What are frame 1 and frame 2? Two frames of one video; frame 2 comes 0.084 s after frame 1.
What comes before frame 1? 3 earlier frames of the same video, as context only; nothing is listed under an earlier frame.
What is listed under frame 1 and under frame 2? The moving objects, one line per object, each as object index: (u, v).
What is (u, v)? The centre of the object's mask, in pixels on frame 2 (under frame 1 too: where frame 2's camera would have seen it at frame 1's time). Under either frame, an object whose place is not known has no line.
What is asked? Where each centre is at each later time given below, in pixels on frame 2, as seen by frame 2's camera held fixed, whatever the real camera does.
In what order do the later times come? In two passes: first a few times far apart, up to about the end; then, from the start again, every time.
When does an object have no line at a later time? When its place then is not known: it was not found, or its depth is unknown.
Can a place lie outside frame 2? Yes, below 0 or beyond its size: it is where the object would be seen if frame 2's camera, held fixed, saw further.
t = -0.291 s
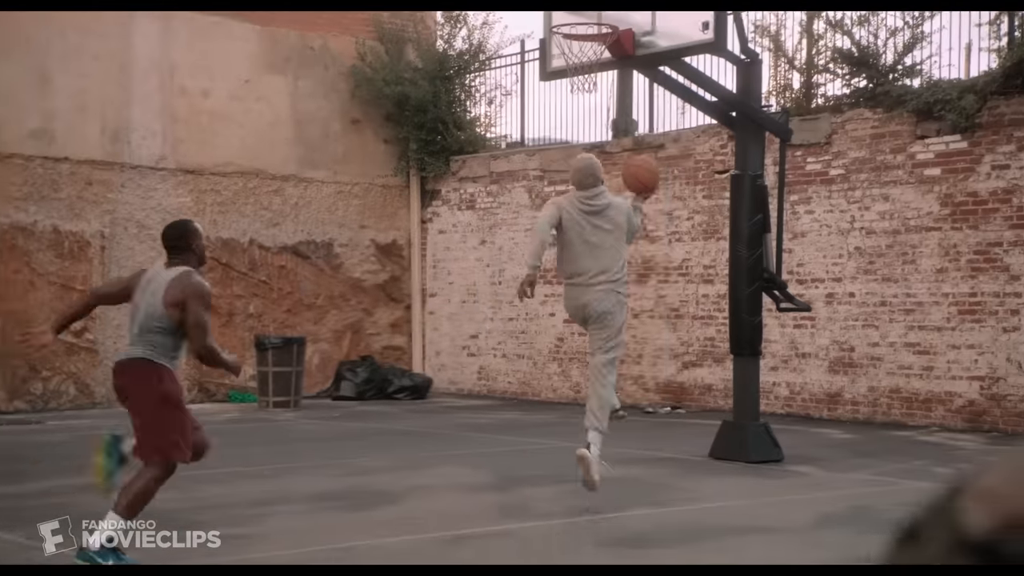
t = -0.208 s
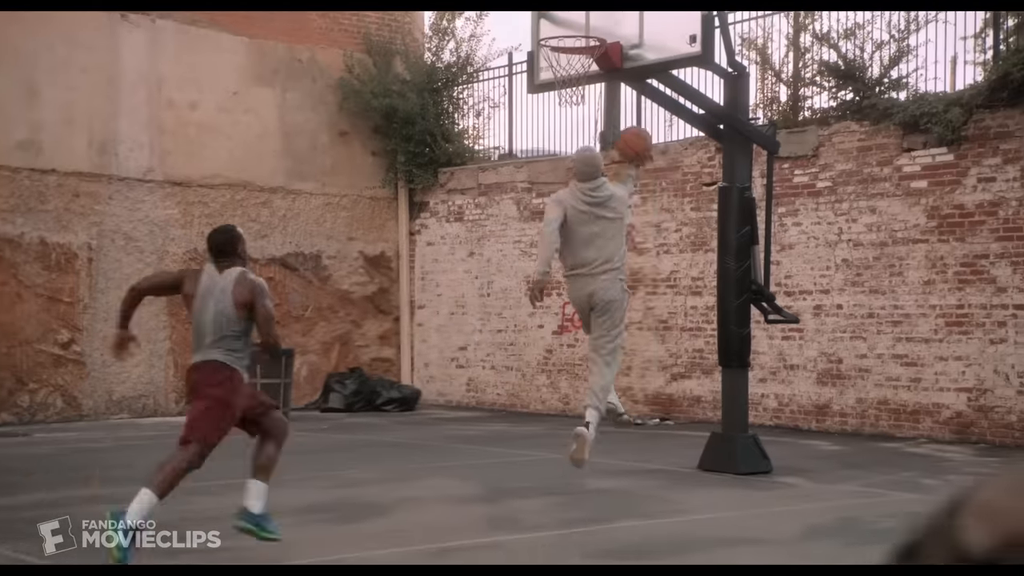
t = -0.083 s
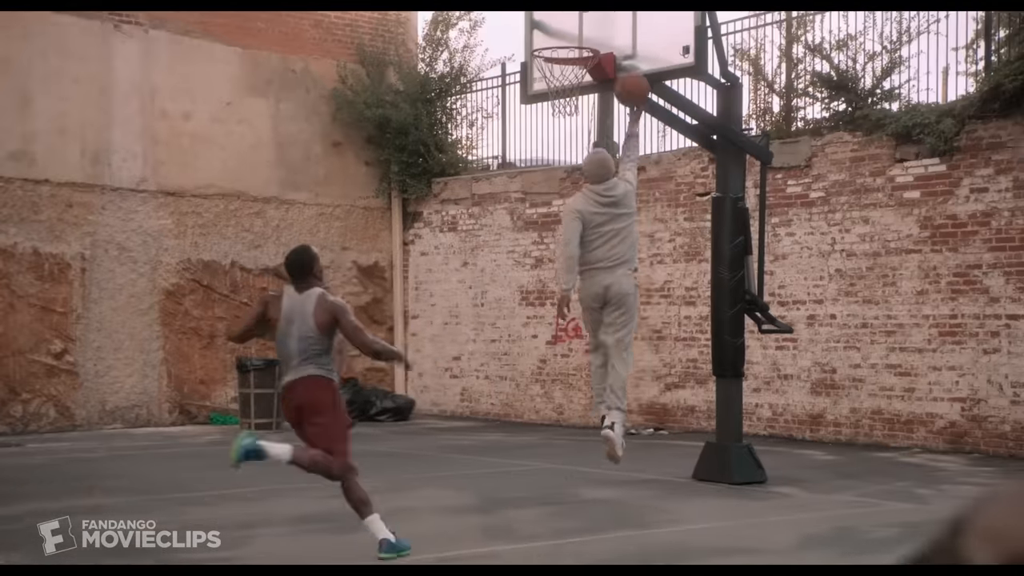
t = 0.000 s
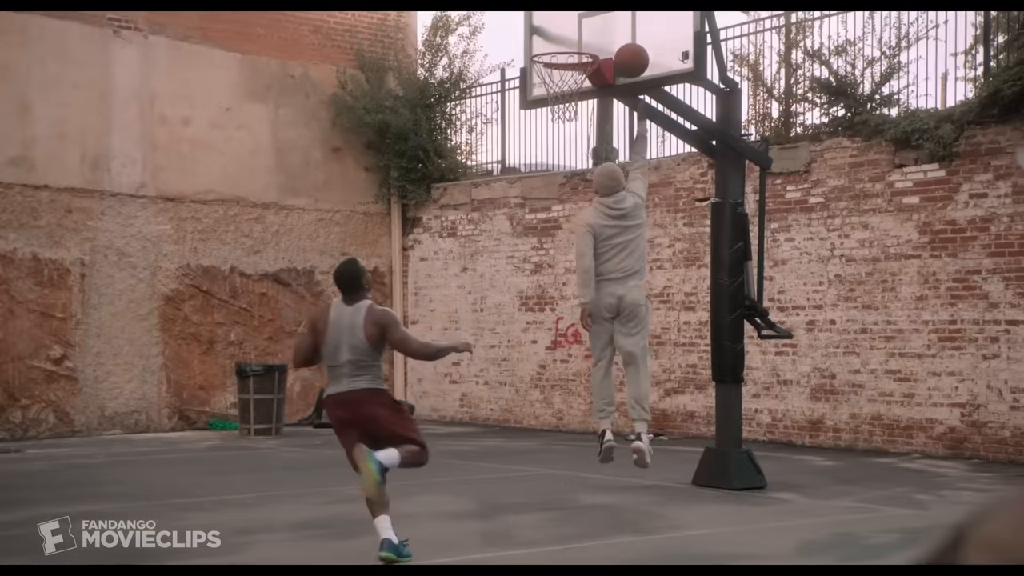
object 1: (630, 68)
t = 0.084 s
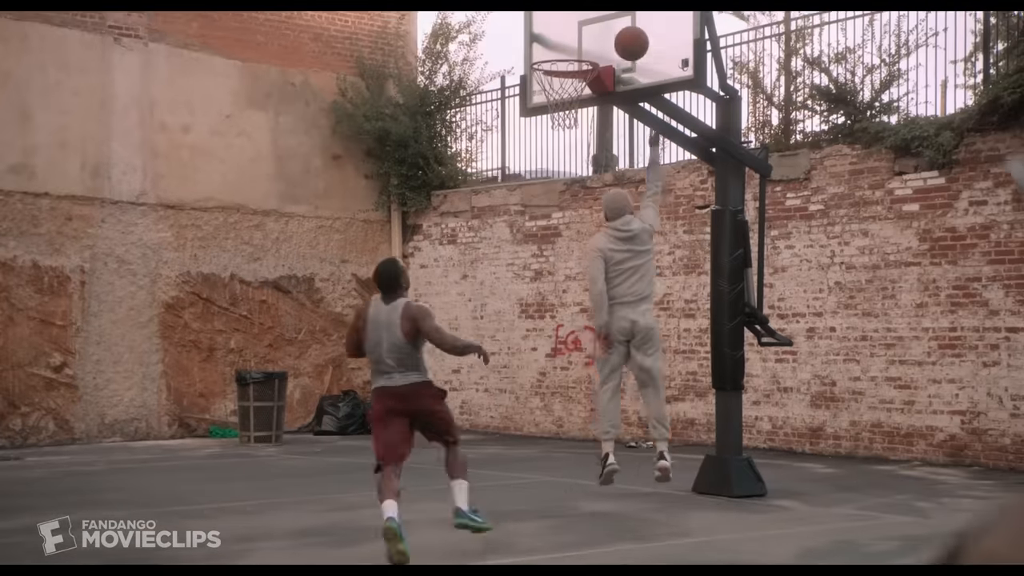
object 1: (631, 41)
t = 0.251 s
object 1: (611, 21)
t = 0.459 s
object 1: (567, 46)
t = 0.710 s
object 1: (558, 128)
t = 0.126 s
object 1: (631, 34)
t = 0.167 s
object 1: (629, 28)
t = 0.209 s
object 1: (620, 23)
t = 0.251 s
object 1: (611, 21)
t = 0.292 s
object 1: (602, 20)
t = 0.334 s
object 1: (593, 24)
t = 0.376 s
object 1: (584, 30)
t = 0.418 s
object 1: (575, 38)
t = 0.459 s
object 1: (567, 46)
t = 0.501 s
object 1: (558, 62)
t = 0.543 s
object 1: (555, 75)
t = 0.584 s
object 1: (554, 88)
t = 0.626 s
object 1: (554, 105)
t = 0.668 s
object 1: (555, 118)
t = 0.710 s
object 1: (558, 128)
